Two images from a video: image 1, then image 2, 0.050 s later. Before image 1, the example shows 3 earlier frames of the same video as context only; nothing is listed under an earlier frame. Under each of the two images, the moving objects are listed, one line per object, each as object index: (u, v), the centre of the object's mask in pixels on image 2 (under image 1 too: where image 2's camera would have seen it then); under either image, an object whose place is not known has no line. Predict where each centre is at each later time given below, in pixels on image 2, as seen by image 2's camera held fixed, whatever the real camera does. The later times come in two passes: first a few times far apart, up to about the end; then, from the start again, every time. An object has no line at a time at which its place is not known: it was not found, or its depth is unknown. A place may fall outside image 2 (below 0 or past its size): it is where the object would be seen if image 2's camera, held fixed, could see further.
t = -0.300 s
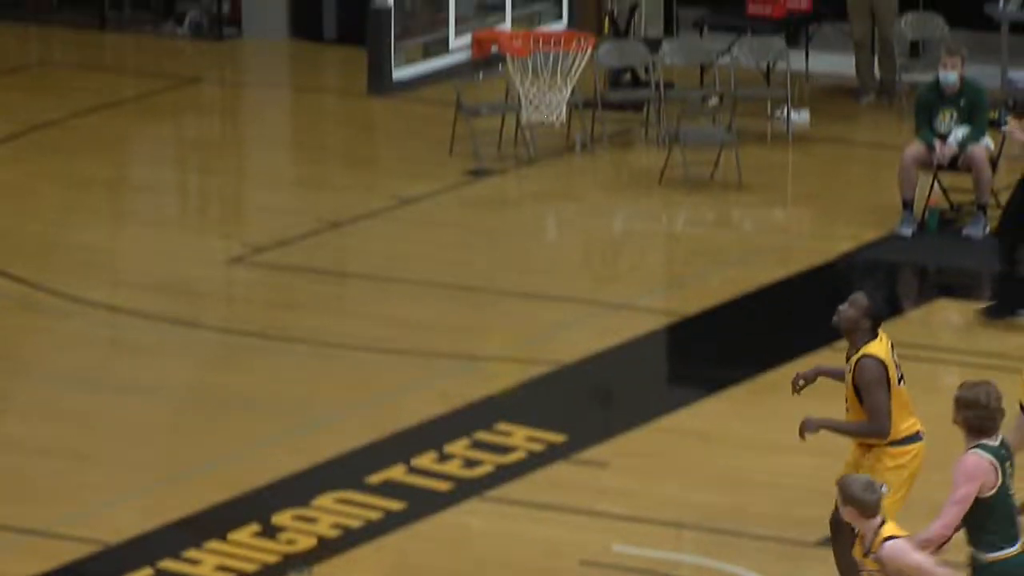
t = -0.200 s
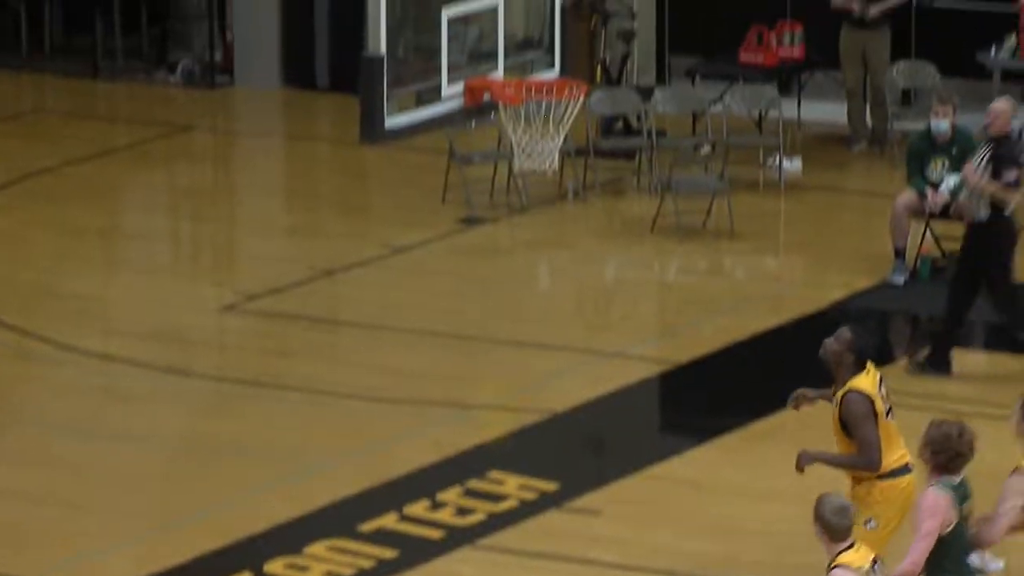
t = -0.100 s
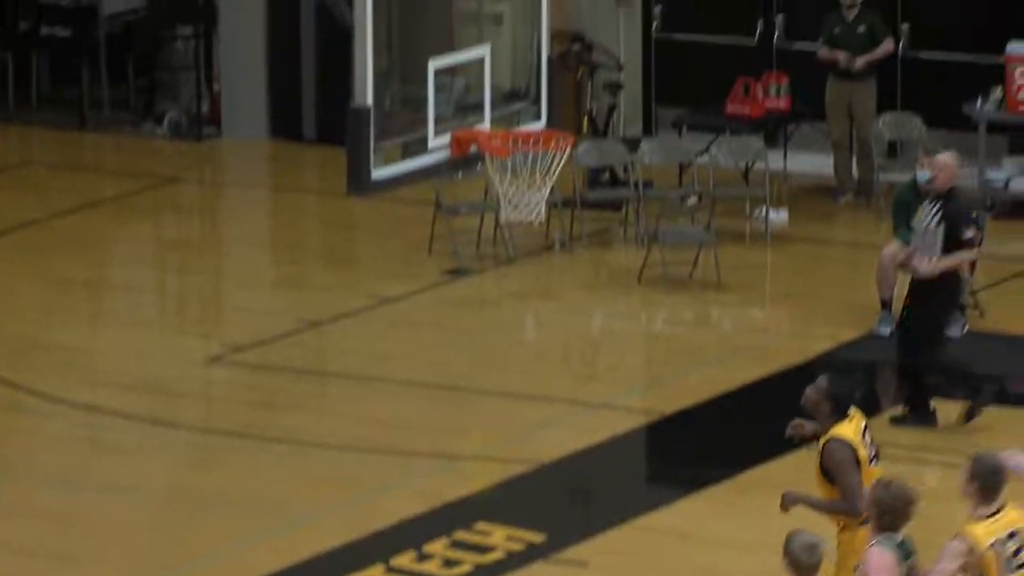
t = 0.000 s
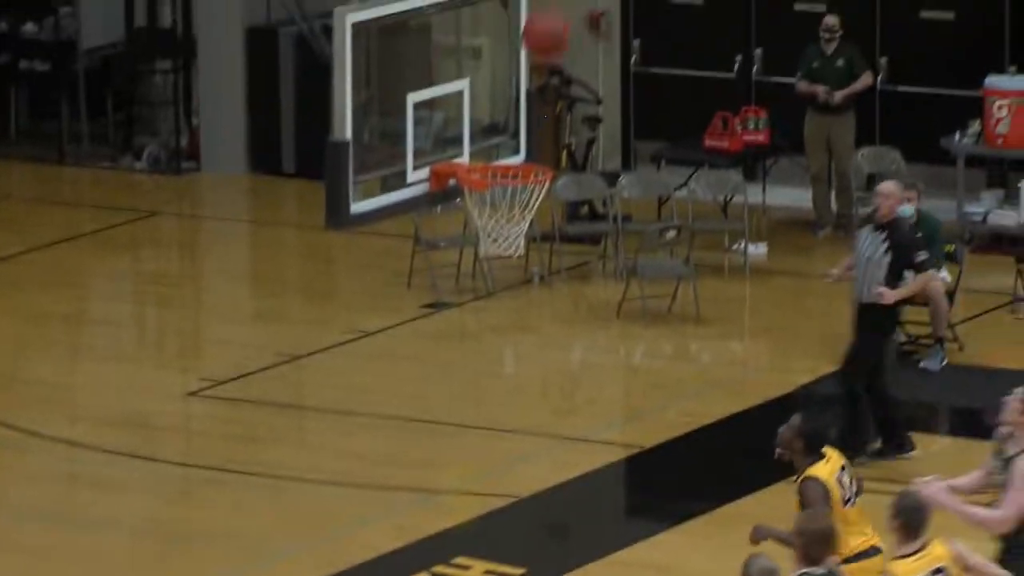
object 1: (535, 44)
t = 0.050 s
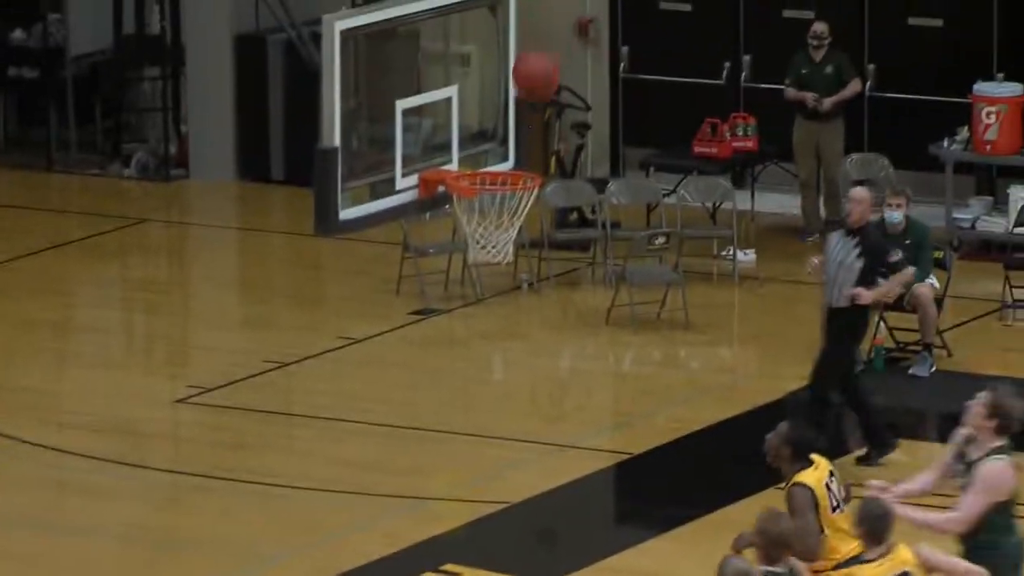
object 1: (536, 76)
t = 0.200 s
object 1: (542, 152)
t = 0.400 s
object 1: (567, 104)
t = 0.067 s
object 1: (536, 86)
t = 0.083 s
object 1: (537, 100)
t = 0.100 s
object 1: (537, 110)
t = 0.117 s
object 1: (536, 124)
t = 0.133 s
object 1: (537, 138)
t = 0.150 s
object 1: (536, 151)
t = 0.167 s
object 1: (538, 162)
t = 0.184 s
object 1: (540, 159)
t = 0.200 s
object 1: (542, 152)
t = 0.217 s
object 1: (543, 145)
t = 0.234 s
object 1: (545, 138)
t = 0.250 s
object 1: (546, 132)
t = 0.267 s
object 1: (549, 128)
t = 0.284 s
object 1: (551, 122)
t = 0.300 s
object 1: (554, 118)
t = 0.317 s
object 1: (557, 113)
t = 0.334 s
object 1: (559, 110)
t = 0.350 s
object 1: (562, 107)
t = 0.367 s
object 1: (562, 107)
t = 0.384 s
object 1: (565, 104)
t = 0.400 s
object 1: (567, 104)
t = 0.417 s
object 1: (568, 103)
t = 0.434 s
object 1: (569, 102)
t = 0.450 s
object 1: (574, 102)
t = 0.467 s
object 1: (574, 103)
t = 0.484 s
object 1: (577, 104)
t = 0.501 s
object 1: (579, 105)
